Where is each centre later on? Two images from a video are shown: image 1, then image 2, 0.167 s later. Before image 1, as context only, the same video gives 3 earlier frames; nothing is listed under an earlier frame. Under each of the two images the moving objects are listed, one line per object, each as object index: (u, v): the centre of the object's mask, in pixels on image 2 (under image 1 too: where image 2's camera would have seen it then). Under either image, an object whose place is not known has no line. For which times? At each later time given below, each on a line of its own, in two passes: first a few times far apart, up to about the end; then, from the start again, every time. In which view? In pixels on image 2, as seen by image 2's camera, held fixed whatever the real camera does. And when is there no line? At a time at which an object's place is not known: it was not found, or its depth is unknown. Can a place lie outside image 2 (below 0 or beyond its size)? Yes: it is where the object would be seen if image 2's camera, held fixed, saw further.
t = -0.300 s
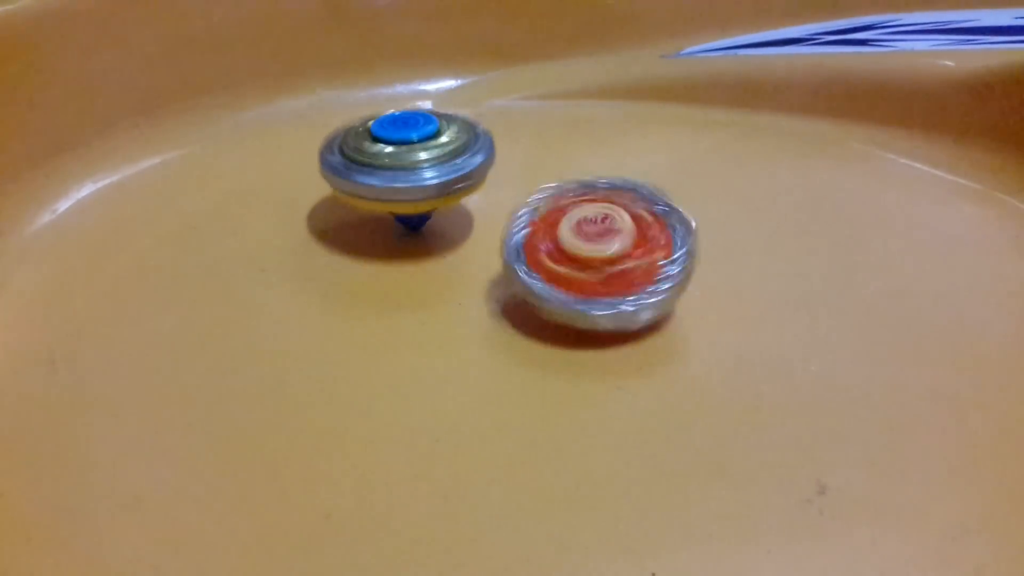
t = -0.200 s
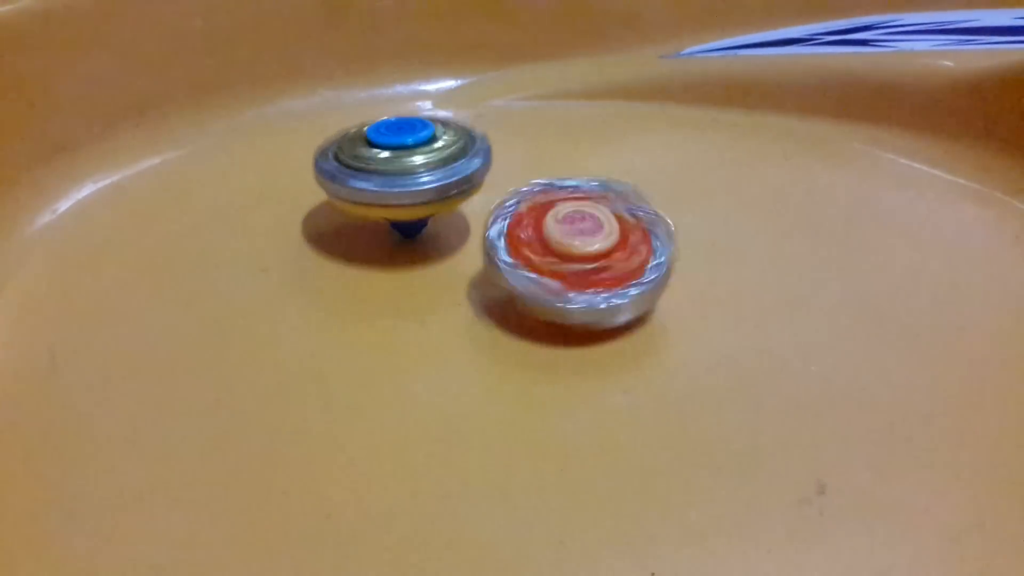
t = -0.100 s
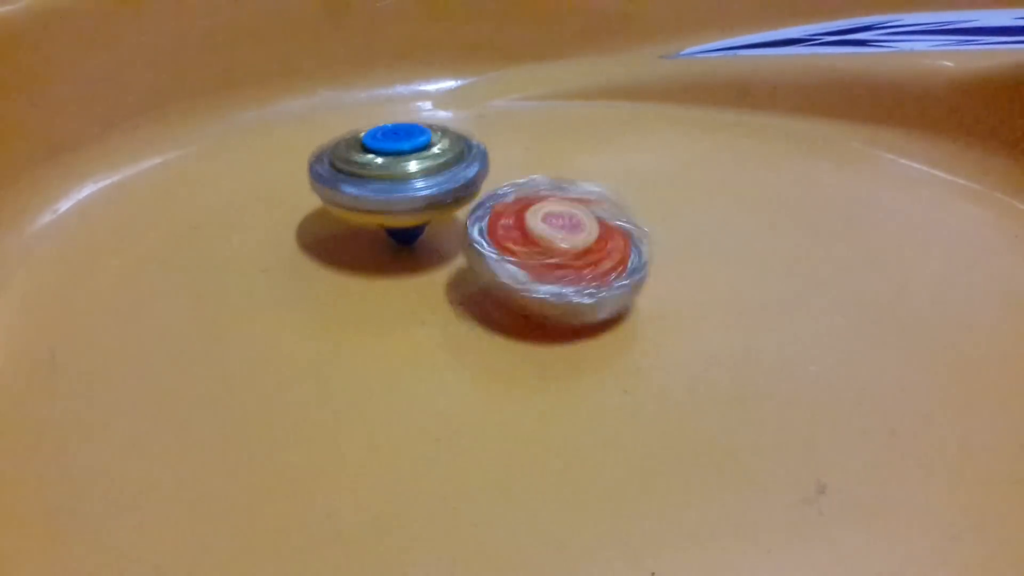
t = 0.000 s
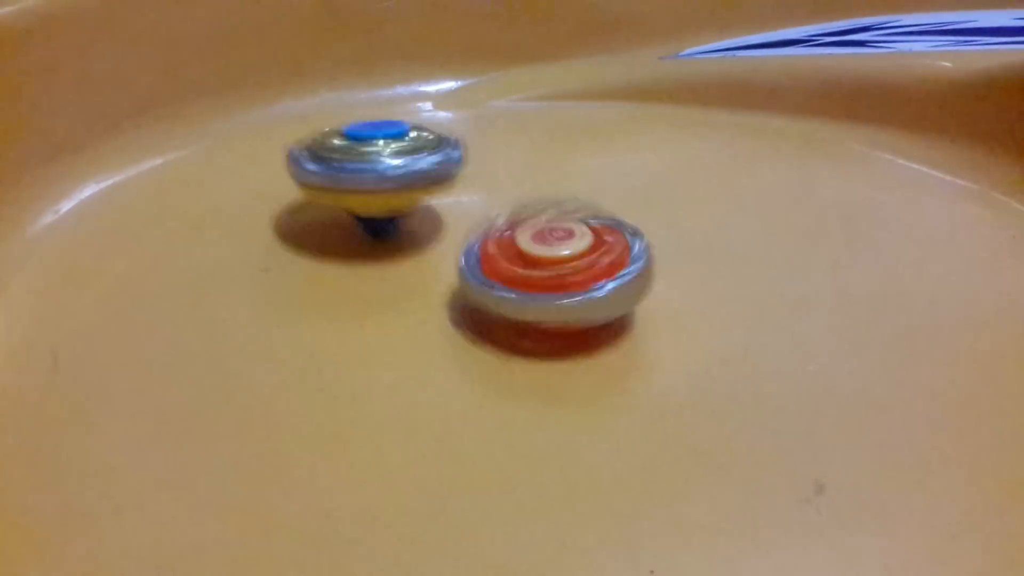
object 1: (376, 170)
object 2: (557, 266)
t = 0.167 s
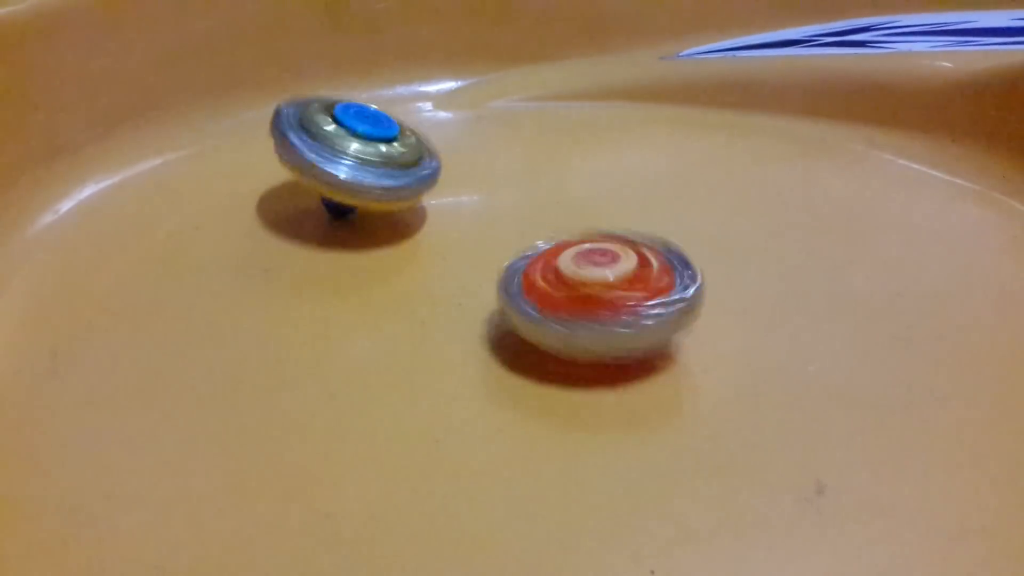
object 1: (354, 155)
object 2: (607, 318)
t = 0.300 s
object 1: (359, 150)
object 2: (588, 309)
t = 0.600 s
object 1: (387, 174)
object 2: (572, 268)
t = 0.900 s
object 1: (349, 196)
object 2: (600, 277)
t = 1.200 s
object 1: (341, 185)
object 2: (608, 270)
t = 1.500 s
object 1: (379, 208)
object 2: (544, 277)
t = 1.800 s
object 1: (333, 204)
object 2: (573, 281)
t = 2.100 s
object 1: (361, 215)
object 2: (587, 273)
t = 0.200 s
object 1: (352, 152)
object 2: (600, 293)
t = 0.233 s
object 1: (352, 150)
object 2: (597, 313)
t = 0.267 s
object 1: (355, 150)
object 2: (595, 295)
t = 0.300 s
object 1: (359, 150)
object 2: (588, 309)
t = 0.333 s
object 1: (363, 150)
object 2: (597, 311)
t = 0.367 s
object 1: (368, 152)
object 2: (580, 290)
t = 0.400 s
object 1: (372, 153)
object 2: (570, 304)
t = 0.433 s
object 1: (377, 154)
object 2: (586, 304)
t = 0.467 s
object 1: (382, 157)
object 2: (574, 282)
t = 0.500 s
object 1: (385, 160)
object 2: (558, 286)
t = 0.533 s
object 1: (387, 164)
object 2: (573, 292)
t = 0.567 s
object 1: (388, 170)
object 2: (573, 272)
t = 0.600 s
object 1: (387, 174)
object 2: (572, 268)
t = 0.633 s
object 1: (387, 178)
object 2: (569, 276)
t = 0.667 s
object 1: (384, 183)
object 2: (586, 289)
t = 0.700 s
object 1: (382, 186)
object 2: (581, 260)
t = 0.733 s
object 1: (378, 189)
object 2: (585, 264)
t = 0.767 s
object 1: (372, 192)
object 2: (588, 270)
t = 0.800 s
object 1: (366, 195)
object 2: (589, 251)
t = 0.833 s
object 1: (361, 196)
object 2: (594, 258)
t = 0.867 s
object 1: (355, 196)
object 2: (603, 258)
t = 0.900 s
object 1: (349, 196)
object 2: (600, 277)
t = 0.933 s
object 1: (343, 195)
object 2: (598, 259)
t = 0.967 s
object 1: (338, 194)
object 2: (612, 252)
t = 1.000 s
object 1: (333, 192)
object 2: (608, 242)
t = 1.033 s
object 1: (331, 190)
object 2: (608, 240)
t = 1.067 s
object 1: (330, 188)
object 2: (603, 254)
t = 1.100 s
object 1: (331, 187)
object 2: (619, 262)
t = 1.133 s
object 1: (333, 185)
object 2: (611, 243)
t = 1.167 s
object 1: (335, 185)
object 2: (602, 257)
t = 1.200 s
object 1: (341, 185)
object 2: (608, 270)
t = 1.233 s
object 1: (345, 186)
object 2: (603, 247)
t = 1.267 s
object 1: (351, 186)
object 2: (598, 247)
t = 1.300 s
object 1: (358, 189)
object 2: (594, 268)
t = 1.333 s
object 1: (363, 192)
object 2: (584, 249)
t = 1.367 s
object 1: (368, 194)
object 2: (579, 250)
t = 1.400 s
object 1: (373, 198)
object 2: (572, 267)
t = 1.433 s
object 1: (375, 202)
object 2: (572, 272)
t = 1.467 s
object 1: (378, 206)
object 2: (558, 248)
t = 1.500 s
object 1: (379, 208)
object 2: (544, 277)
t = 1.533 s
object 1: (361, 209)
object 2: (567, 278)
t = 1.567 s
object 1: (352, 208)
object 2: (573, 273)
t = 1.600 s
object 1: (346, 209)
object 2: (578, 258)
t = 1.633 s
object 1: (341, 208)
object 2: (571, 270)
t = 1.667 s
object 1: (340, 208)
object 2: (584, 276)
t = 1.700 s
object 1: (339, 208)
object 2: (583, 285)
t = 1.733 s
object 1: (337, 207)
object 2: (589, 275)
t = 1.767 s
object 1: (335, 205)
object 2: (592, 263)
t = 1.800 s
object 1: (333, 204)
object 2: (573, 281)
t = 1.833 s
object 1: (332, 201)
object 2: (591, 279)
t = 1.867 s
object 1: (334, 201)
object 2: (598, 267)
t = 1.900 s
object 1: (340, 200)
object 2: (599, 264)
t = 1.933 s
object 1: (346, 202)
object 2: (592, 285)
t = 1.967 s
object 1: (351, 204)
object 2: (597, 303)
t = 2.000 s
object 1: (355, 207)
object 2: (592, 297)
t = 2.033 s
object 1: (357, 209)
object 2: (591, 292)
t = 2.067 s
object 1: (358, 213)
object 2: (591, 276)
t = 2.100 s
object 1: (361, 215)
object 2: (587, 273)
